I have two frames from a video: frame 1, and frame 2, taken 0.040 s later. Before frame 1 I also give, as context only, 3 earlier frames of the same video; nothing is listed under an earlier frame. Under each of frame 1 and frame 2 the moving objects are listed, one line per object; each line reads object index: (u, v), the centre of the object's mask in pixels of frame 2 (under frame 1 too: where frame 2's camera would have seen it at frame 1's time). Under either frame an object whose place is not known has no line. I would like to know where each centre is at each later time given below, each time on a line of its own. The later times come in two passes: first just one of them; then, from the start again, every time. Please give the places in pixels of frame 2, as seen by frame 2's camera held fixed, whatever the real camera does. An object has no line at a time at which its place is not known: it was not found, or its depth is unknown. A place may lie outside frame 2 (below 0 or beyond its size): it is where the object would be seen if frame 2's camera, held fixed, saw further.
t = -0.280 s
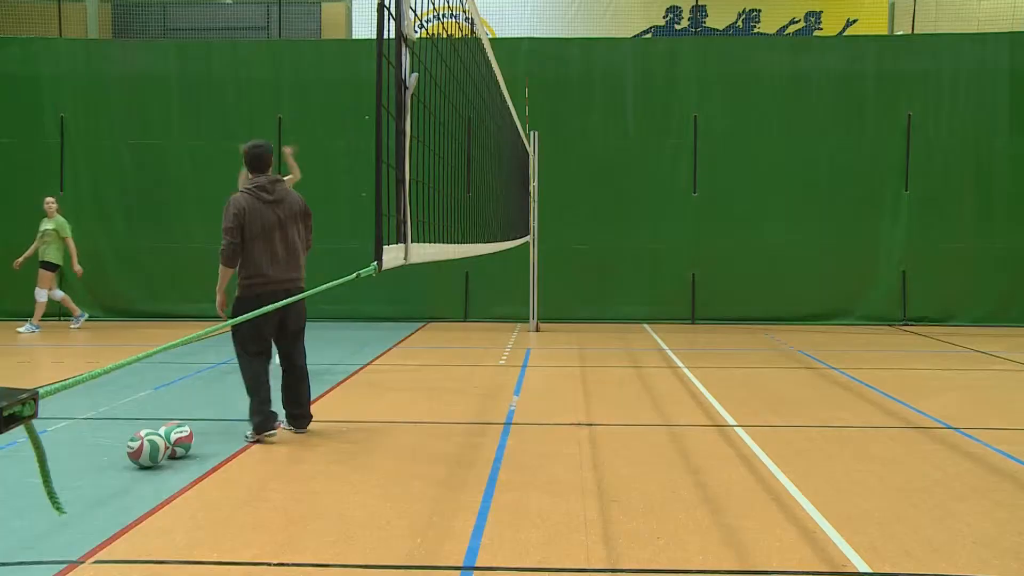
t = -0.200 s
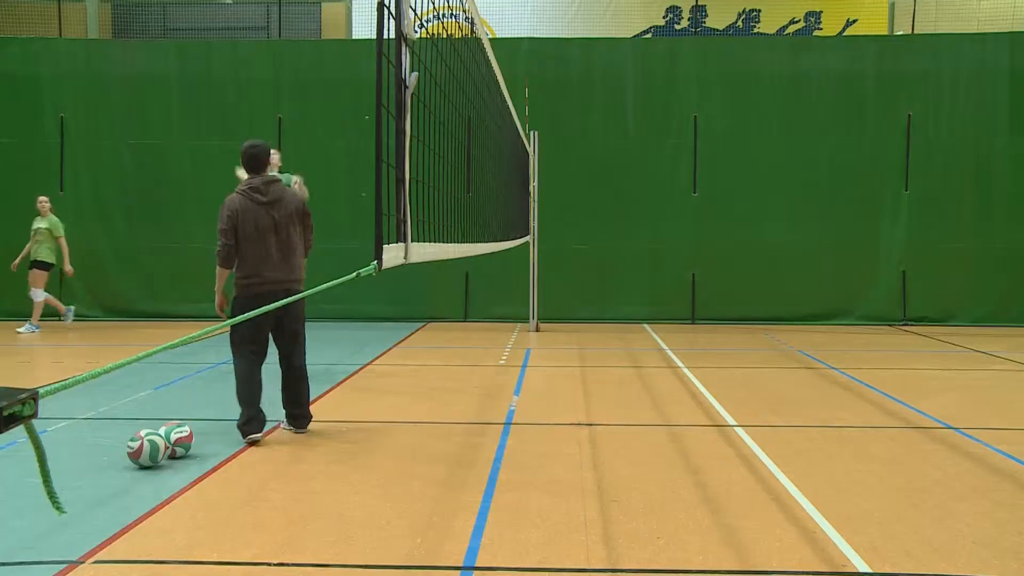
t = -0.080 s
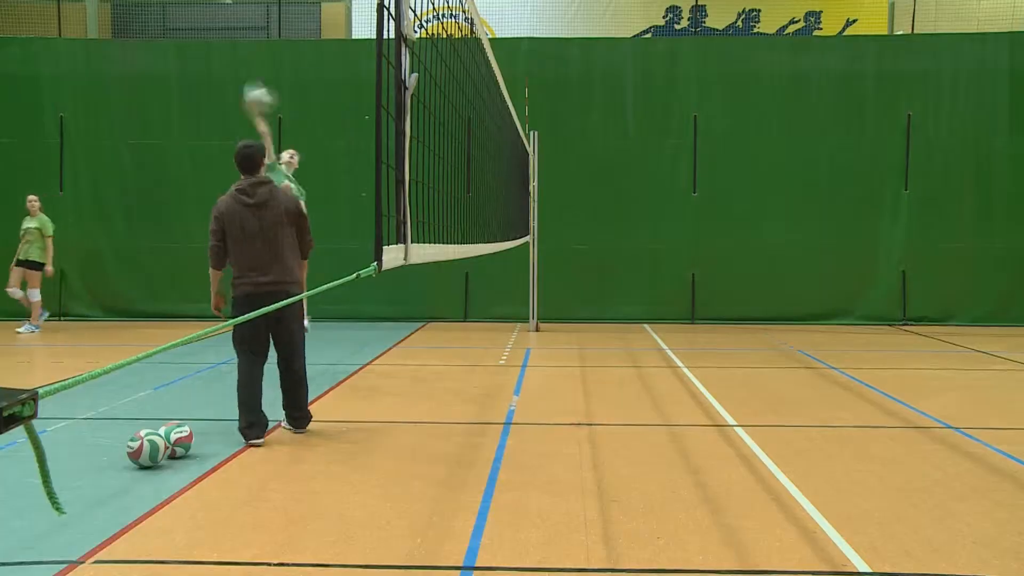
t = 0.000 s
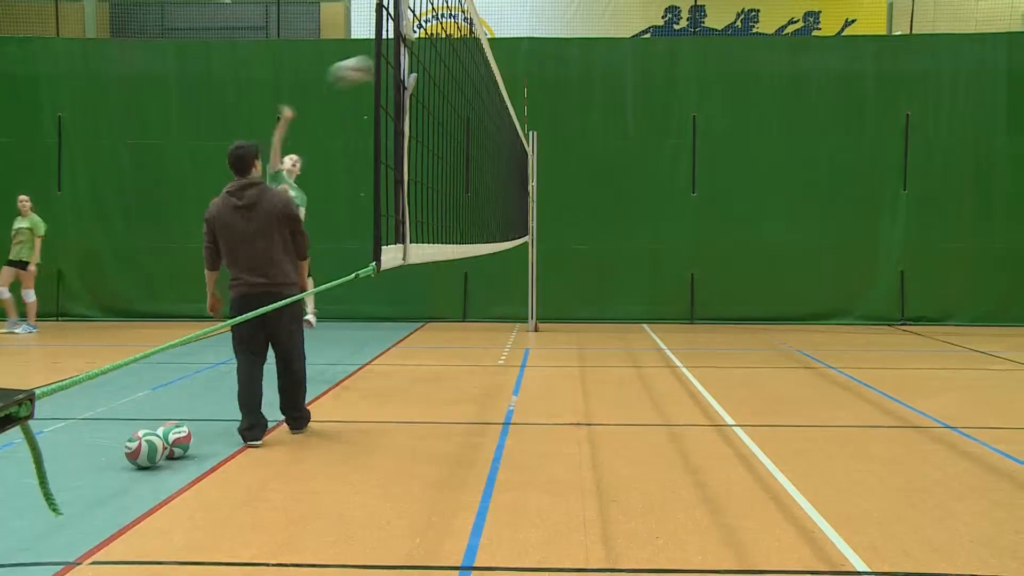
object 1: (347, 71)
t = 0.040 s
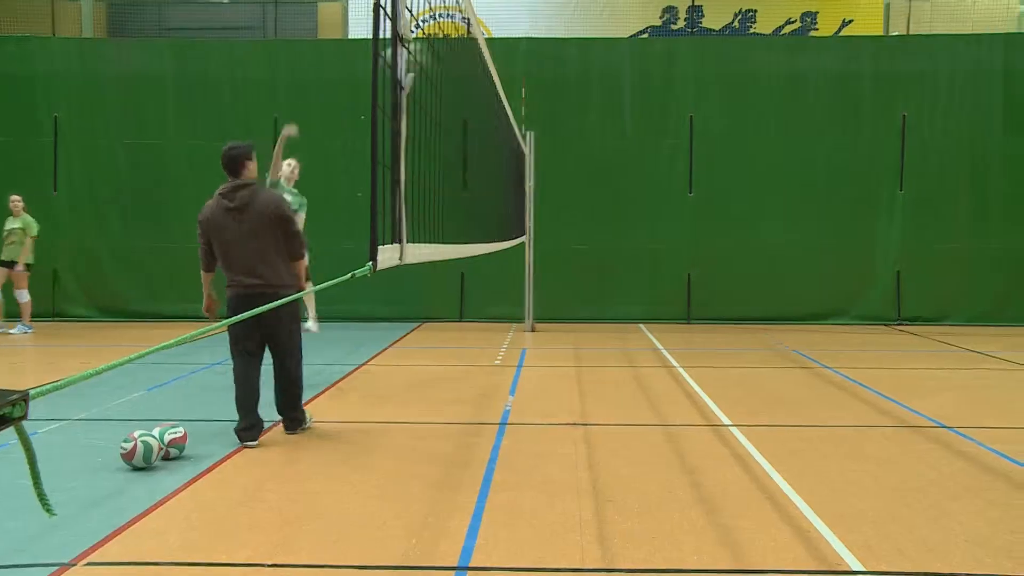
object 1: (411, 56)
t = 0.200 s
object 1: (700, 29)
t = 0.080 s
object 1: (464, 47)
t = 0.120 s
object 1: (538, 45)
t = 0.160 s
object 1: (616, 34)
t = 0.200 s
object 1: (700, 29)
